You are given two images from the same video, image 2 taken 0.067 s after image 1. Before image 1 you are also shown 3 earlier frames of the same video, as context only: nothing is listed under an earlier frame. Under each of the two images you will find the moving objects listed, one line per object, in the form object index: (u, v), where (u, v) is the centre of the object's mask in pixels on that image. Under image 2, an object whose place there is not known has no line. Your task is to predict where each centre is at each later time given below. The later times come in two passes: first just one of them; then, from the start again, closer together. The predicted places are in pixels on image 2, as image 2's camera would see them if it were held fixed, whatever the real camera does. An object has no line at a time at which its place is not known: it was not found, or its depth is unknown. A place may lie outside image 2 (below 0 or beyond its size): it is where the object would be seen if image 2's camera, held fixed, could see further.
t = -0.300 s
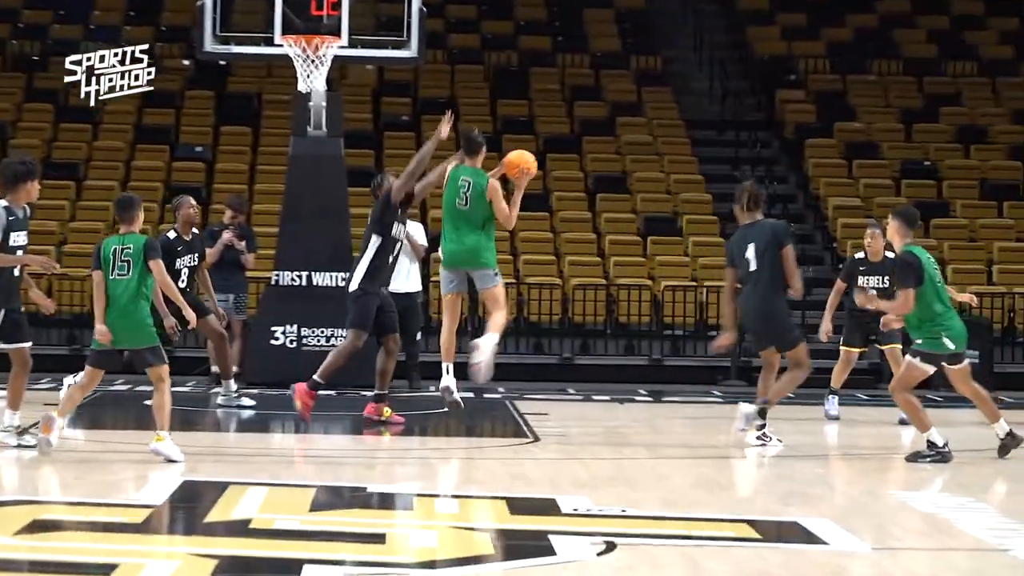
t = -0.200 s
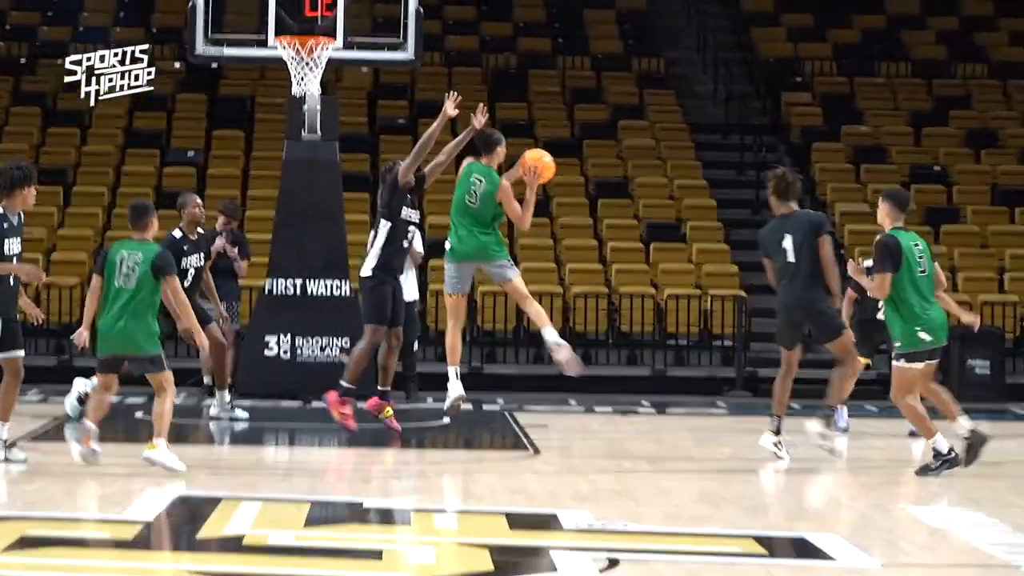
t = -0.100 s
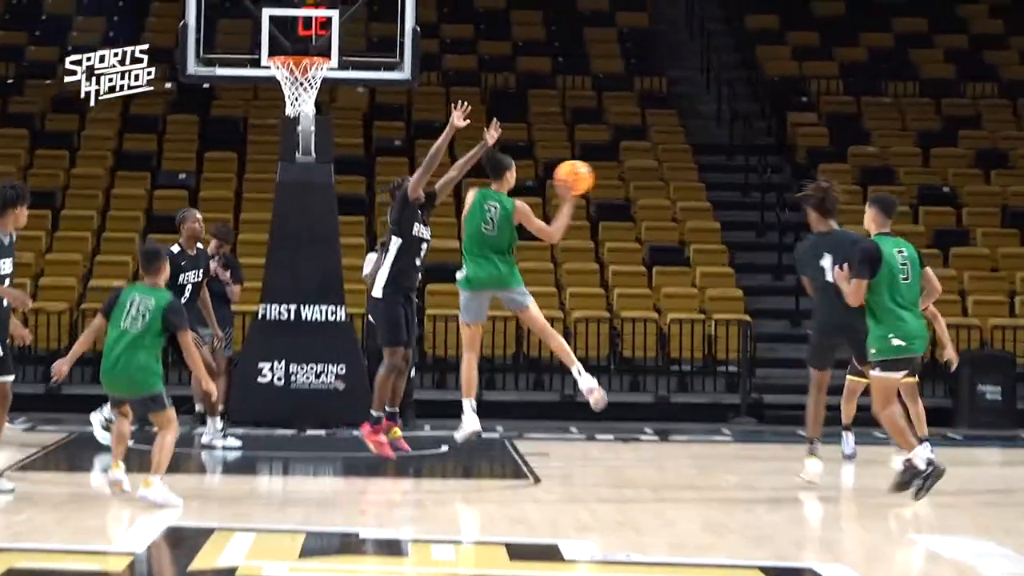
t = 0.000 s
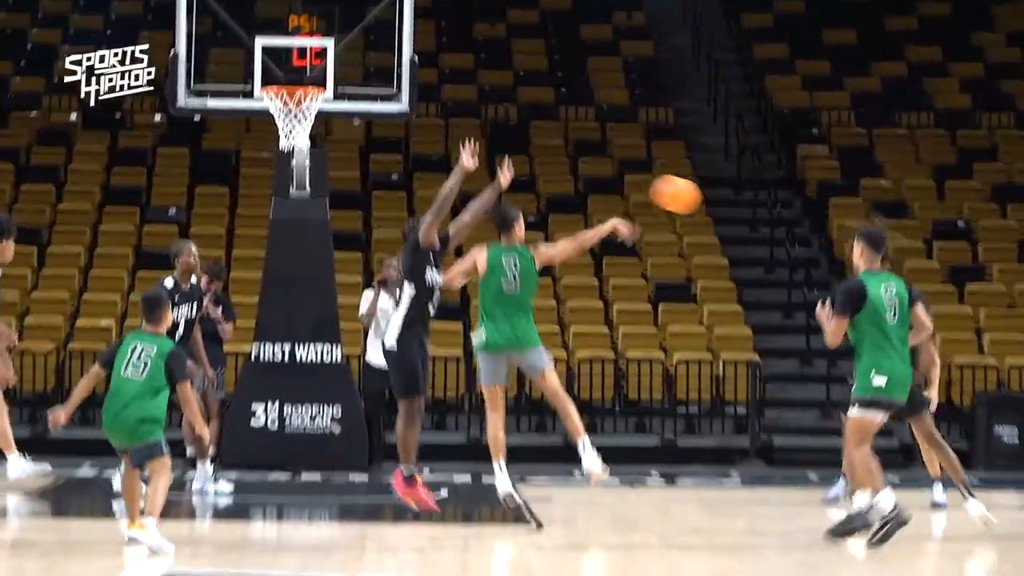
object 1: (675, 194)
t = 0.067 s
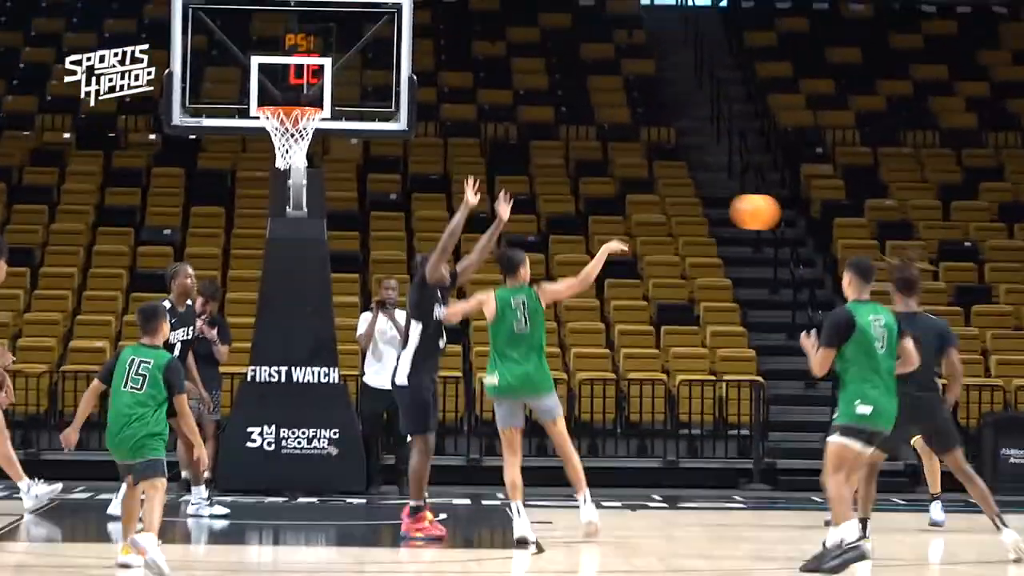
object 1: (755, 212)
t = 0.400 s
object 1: (1102, 304)
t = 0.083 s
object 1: (774, 212)
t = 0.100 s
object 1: (791, 213)
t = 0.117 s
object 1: (812, 214)
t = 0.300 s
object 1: (983, 257)
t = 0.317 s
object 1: (1001, 263)
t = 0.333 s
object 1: (1020, 270)
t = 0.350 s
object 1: (1040, 278)
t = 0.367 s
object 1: (1061, 286)
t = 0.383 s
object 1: (1081, 295)
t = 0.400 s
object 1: (1102, 304)
